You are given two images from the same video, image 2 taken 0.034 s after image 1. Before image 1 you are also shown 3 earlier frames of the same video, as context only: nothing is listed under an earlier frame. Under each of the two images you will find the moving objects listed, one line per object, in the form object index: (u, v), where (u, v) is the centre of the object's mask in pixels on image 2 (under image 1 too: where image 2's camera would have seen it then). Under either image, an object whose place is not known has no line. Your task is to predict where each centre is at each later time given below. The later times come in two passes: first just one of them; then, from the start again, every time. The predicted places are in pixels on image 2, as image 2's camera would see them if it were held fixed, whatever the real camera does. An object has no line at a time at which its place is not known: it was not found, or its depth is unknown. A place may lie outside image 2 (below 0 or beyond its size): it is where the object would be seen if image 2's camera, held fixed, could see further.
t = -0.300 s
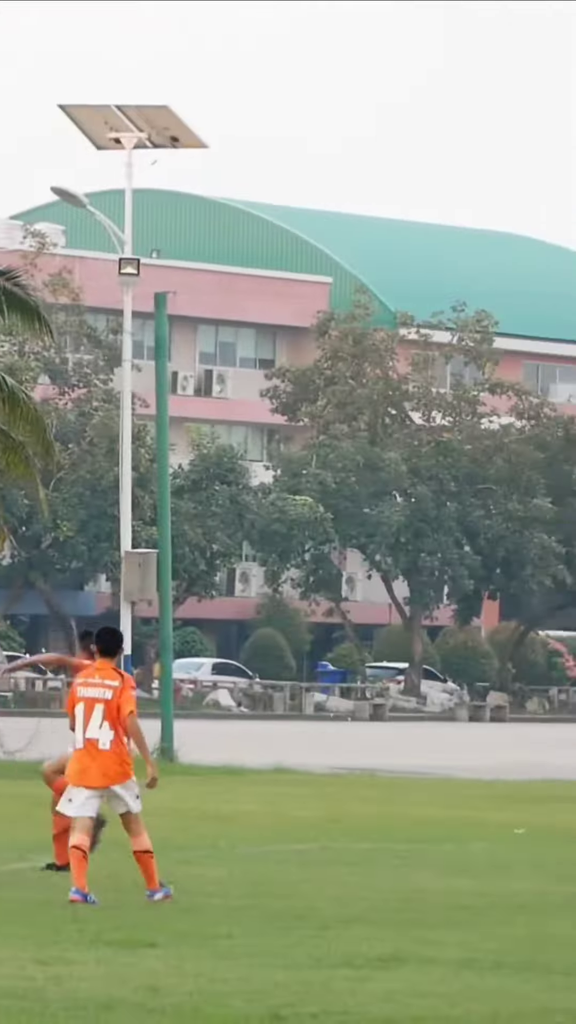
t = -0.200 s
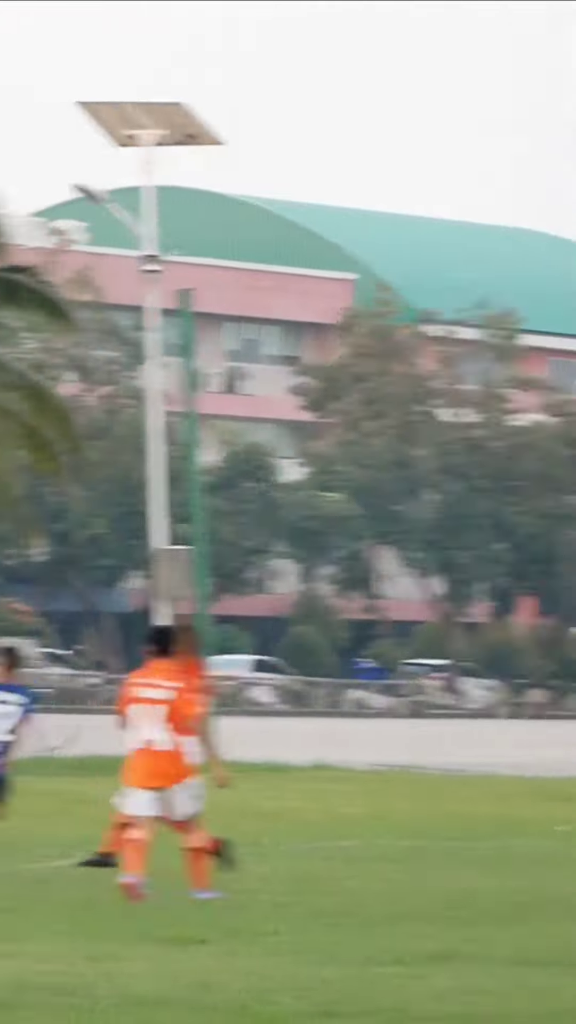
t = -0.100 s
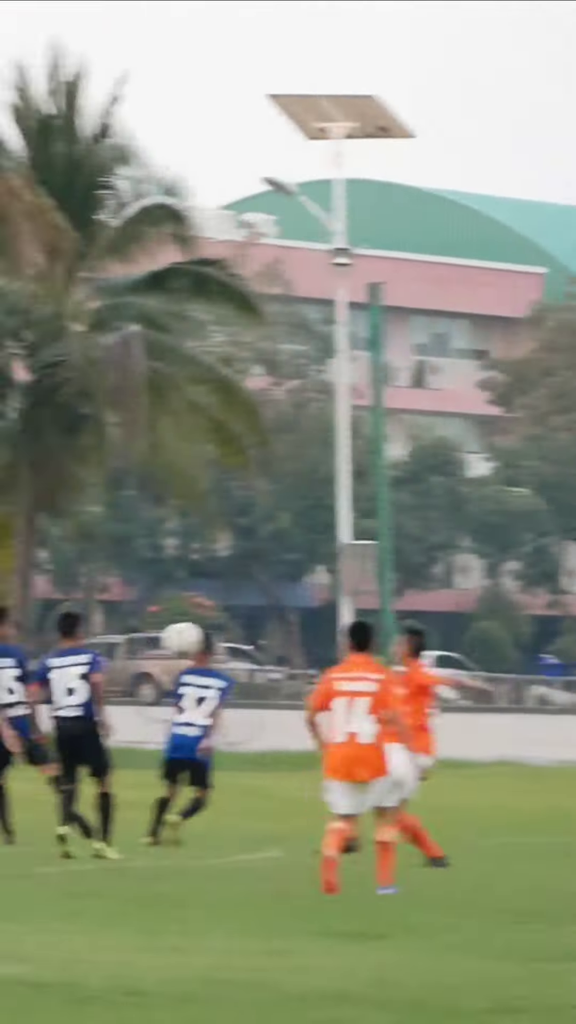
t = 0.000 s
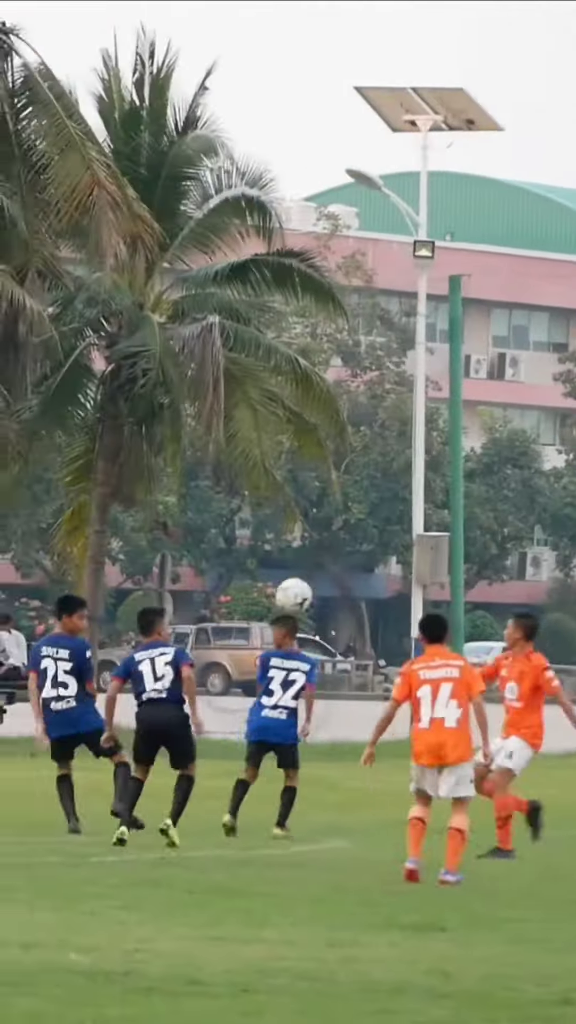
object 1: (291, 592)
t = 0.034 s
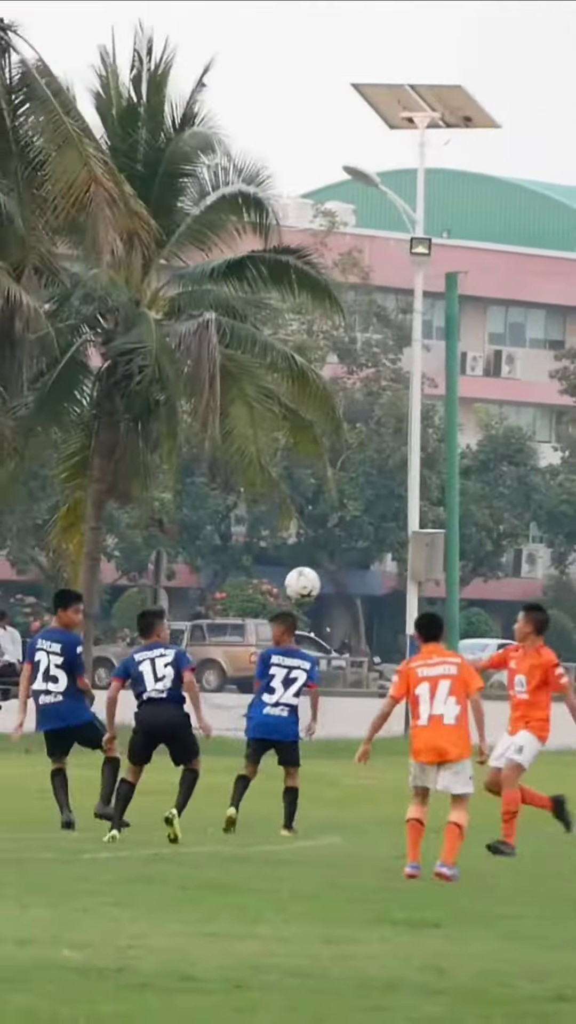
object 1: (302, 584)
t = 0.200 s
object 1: (363, 569)
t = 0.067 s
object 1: (315, 578)
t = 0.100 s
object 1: (328, 573)
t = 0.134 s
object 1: (339, 570)
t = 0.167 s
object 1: (350, 569)
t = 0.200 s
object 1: (363, 569)
